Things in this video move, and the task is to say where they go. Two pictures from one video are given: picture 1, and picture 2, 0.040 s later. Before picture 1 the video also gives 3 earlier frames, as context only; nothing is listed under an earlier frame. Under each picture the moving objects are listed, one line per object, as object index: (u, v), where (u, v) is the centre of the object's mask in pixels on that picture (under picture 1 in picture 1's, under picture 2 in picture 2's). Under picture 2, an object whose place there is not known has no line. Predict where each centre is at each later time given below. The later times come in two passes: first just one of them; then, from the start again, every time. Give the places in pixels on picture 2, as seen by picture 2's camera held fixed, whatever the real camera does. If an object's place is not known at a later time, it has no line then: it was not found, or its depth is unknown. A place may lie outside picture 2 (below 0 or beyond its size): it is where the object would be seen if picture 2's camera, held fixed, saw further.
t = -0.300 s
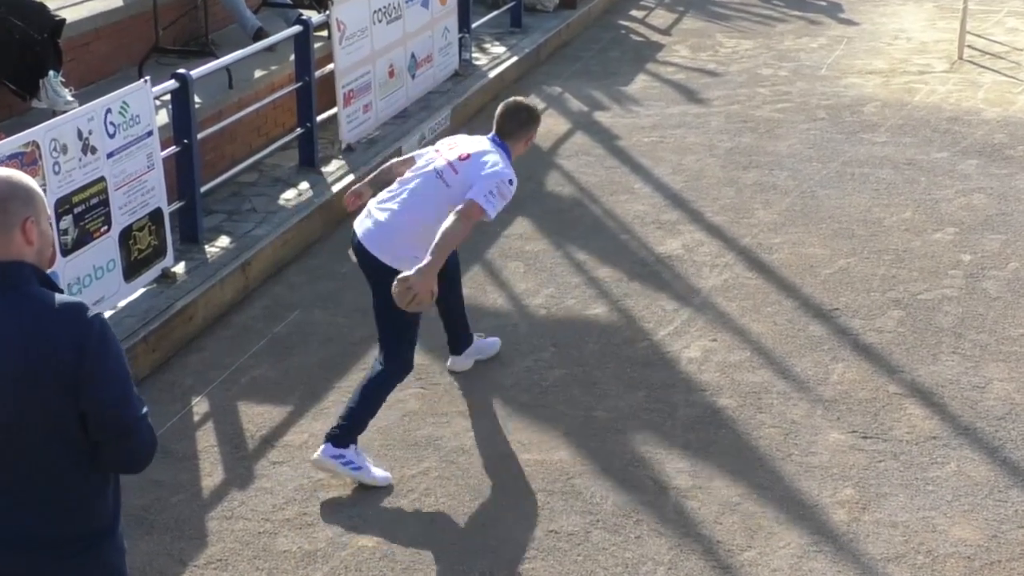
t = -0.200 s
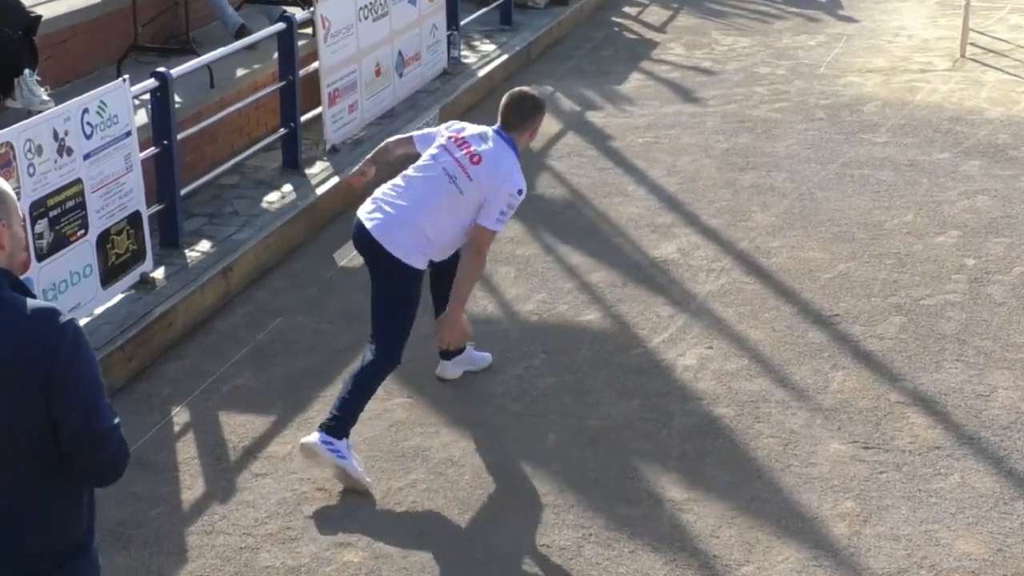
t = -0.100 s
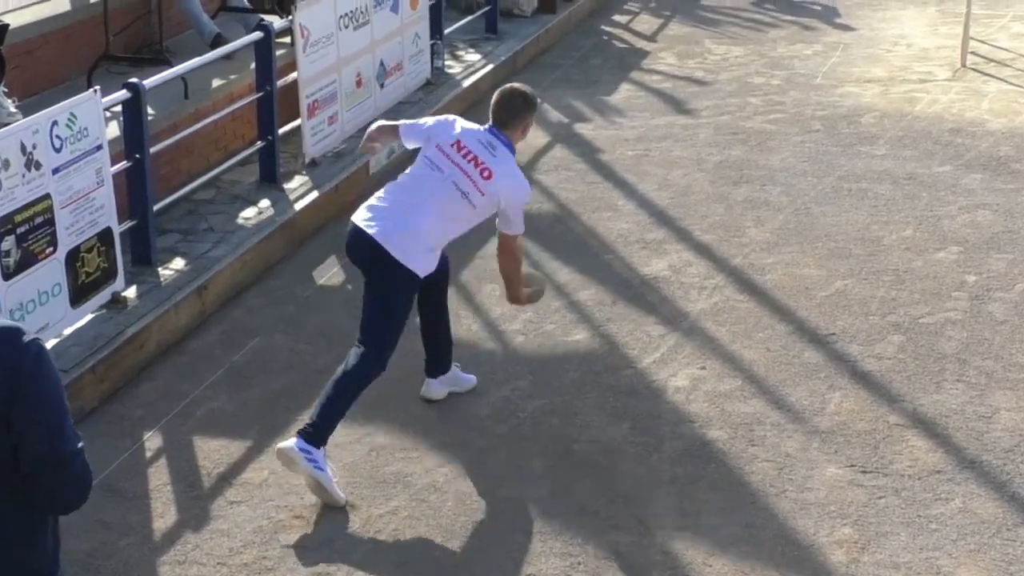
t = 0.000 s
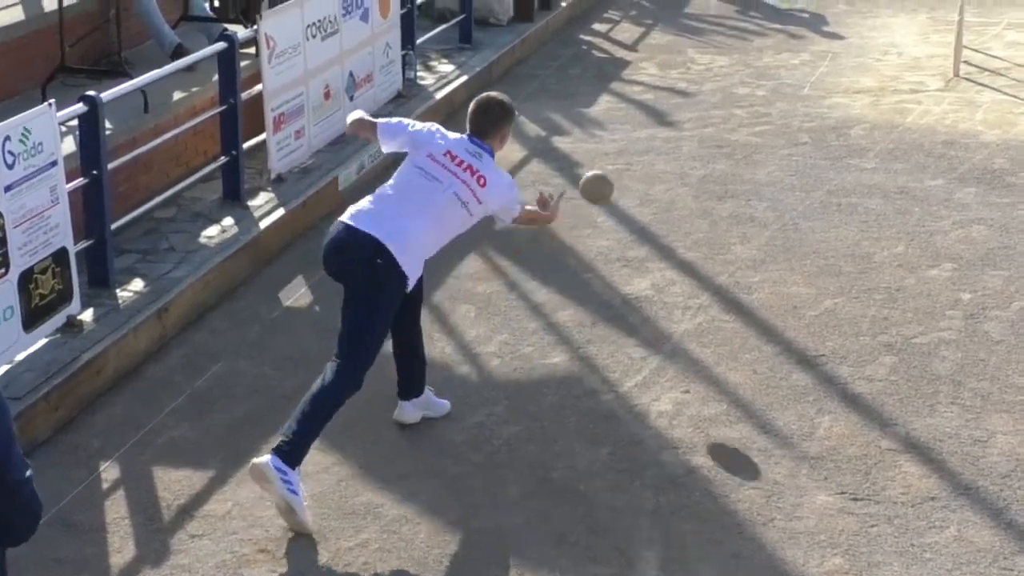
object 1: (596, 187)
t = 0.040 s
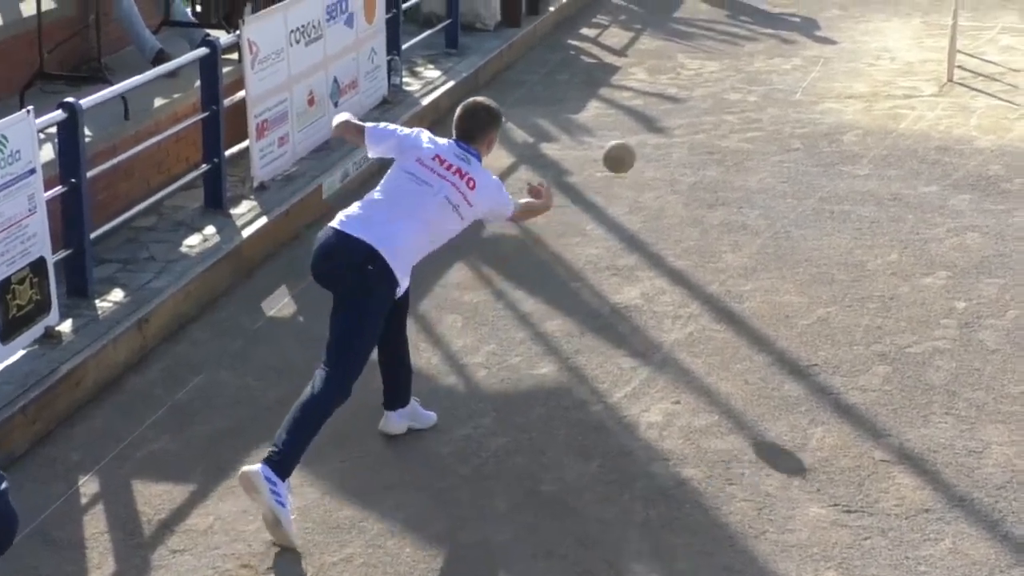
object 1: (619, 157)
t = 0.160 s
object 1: (702, 79)
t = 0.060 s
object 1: (634, 141)
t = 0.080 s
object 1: (649, 125)
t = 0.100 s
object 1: (663, 113)
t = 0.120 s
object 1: (677, 100)
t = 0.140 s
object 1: (689, 90)
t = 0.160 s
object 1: (702, 79)
